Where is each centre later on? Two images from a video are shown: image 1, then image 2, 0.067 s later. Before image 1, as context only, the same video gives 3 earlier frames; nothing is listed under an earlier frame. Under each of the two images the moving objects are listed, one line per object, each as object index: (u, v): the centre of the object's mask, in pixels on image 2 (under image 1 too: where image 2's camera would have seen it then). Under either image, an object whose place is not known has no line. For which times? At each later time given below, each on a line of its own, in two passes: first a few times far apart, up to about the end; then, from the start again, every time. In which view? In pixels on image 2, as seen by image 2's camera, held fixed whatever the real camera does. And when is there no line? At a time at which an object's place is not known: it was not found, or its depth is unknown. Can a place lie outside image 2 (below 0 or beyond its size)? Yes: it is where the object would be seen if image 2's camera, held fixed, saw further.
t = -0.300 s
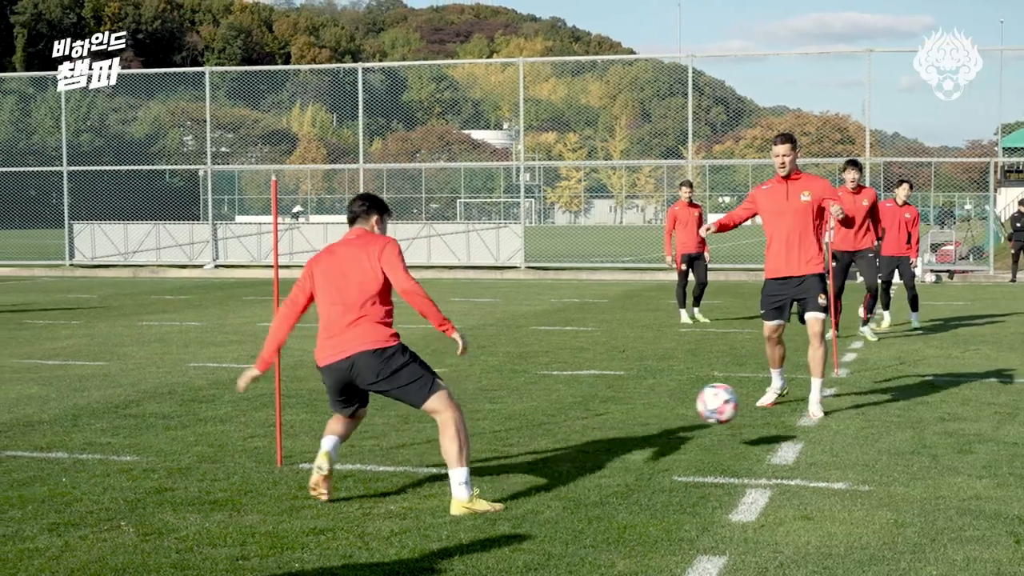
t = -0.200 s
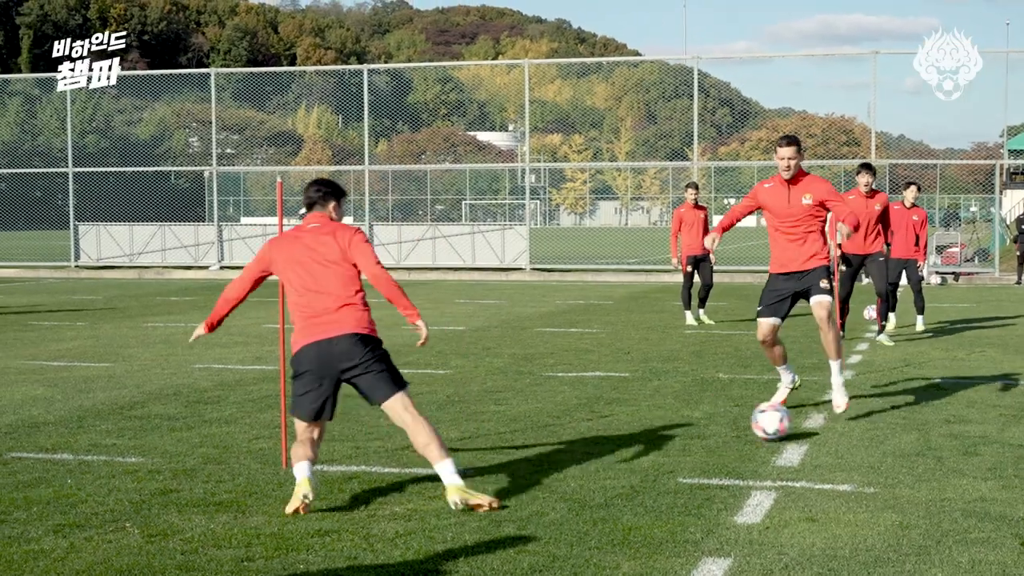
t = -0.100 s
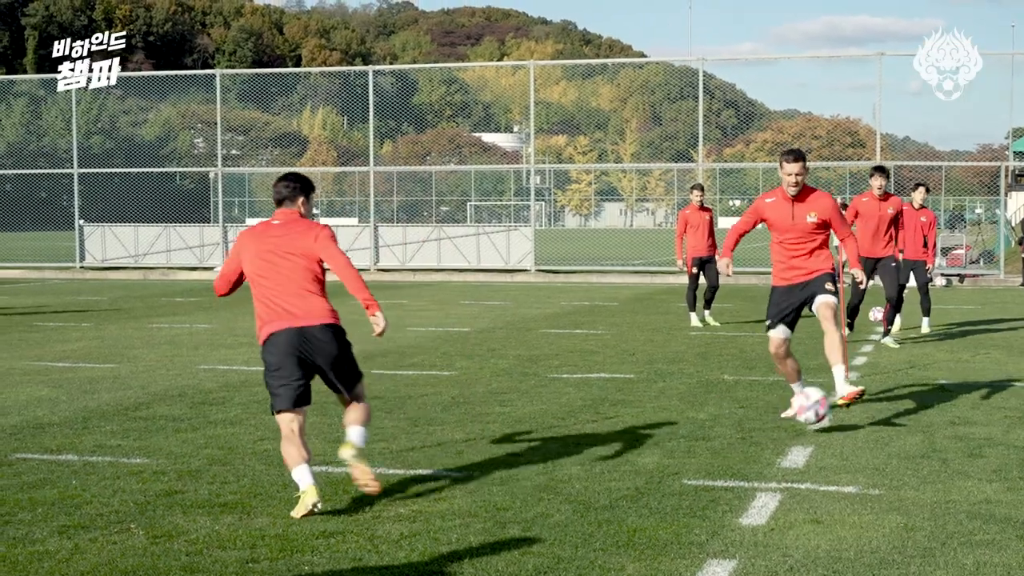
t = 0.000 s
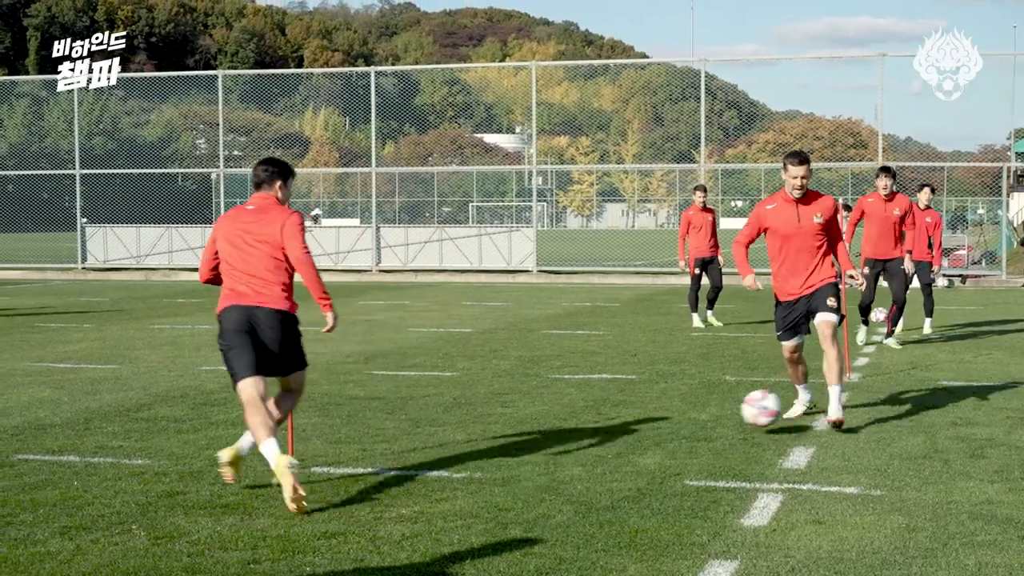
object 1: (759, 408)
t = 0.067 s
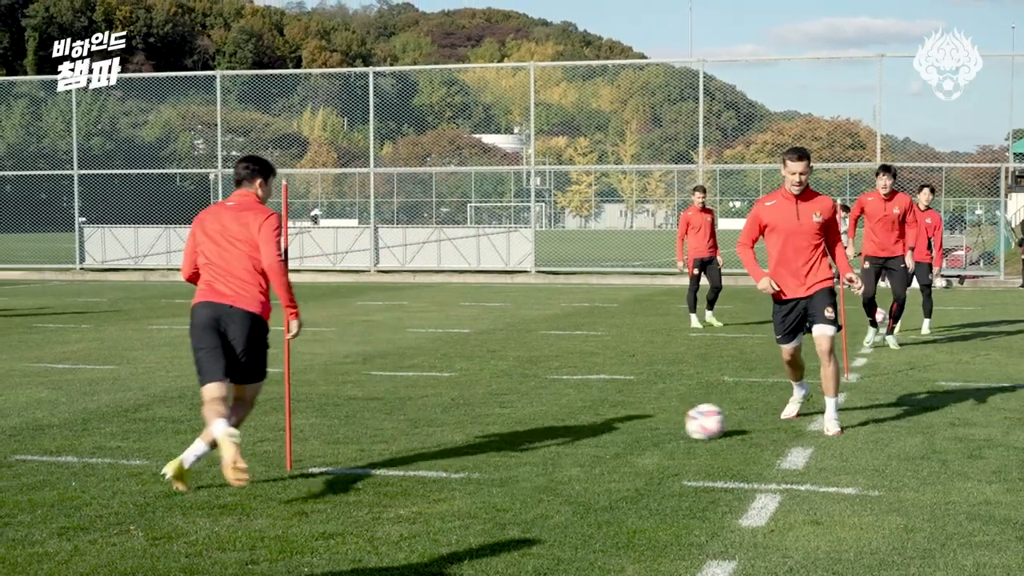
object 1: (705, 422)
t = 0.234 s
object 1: (593, 414)
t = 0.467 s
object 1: (454, 424)
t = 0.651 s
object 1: (366, 425)
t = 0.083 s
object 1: (693, 421)
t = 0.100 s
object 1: (682, 418)
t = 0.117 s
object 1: (671, 416)
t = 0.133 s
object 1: (660, 415)
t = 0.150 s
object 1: (648, 413)
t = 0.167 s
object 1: (637, 413)
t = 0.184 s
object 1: (626, 413)
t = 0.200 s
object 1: (615, 412)
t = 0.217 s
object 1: (604, 413)
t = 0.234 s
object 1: (593, 414)
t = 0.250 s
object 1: (582, 416)
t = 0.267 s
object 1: (570, 418)
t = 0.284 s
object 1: (559, 420)
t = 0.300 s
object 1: (548, 423)
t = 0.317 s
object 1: (537, 426)
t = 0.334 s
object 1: (526, 425)
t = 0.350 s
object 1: (517, 424)
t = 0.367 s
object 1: (508, 423)
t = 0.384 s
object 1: (498, 423)
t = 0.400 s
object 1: (490, 422)
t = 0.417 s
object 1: (481, 422)
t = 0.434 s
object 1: (472, 422)
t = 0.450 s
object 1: (463, 423)
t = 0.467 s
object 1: (454, 424)
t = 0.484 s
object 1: (444, 425)
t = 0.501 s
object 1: (435, 426)
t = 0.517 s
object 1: (426, 426)
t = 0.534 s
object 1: (419, 425)
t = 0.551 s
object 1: (410, 425)
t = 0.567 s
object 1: (402, 425)
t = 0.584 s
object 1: (395, 426)
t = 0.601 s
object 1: (387, 426)
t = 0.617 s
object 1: (380, 426)
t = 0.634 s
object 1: (373, 426)
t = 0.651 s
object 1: (366, 425)
